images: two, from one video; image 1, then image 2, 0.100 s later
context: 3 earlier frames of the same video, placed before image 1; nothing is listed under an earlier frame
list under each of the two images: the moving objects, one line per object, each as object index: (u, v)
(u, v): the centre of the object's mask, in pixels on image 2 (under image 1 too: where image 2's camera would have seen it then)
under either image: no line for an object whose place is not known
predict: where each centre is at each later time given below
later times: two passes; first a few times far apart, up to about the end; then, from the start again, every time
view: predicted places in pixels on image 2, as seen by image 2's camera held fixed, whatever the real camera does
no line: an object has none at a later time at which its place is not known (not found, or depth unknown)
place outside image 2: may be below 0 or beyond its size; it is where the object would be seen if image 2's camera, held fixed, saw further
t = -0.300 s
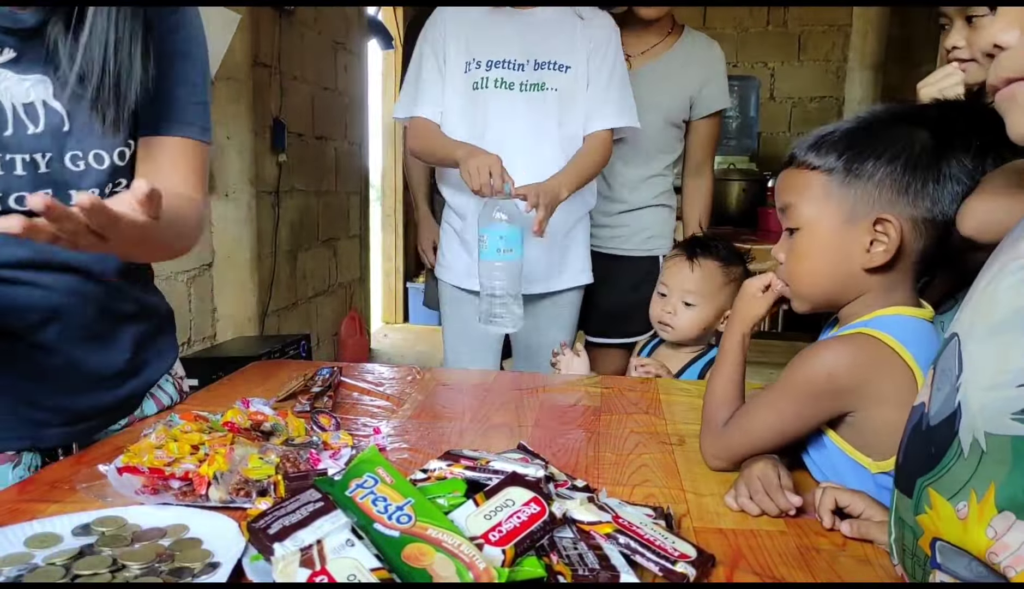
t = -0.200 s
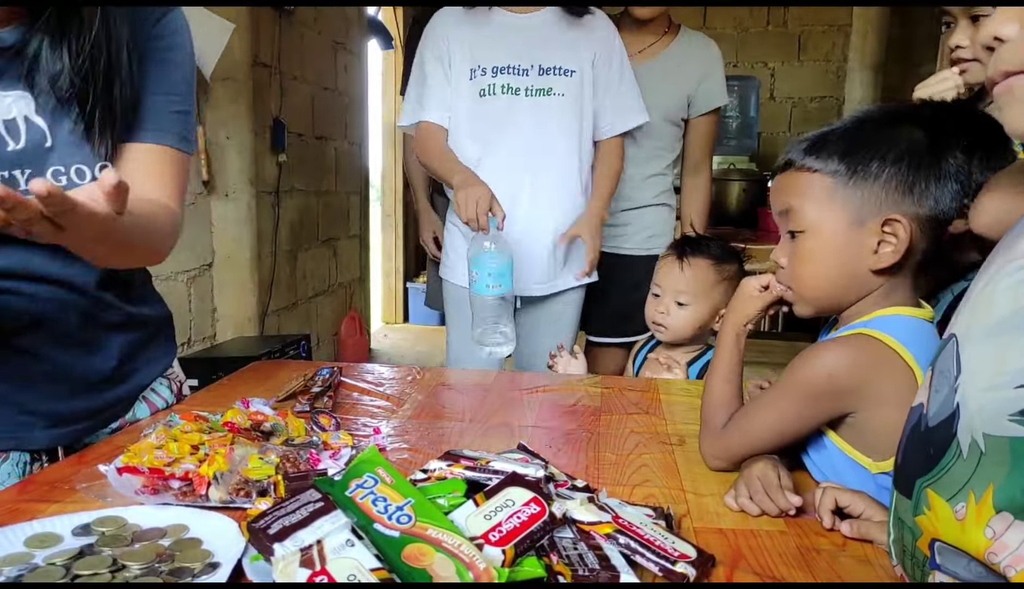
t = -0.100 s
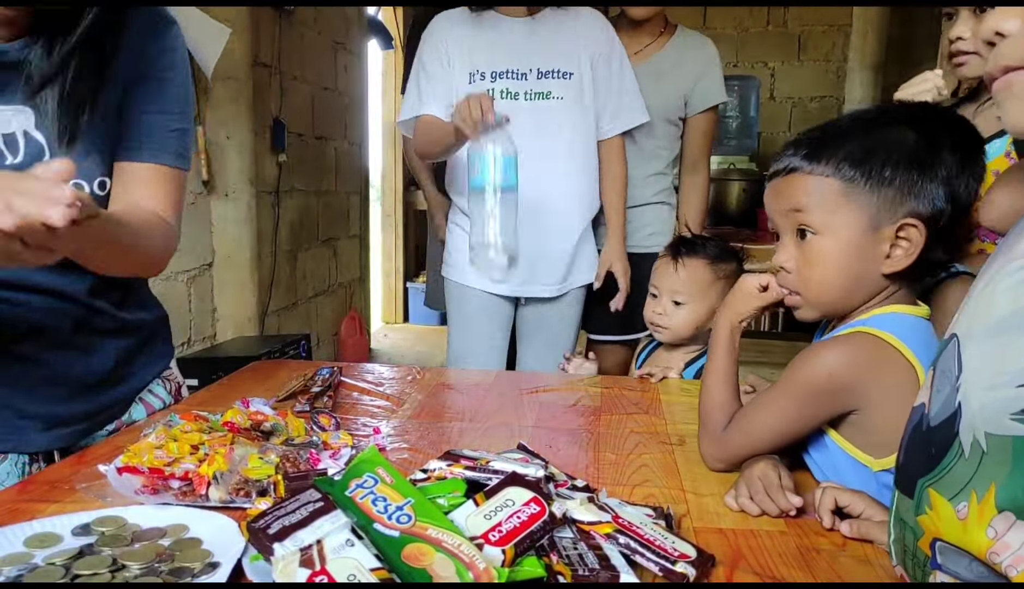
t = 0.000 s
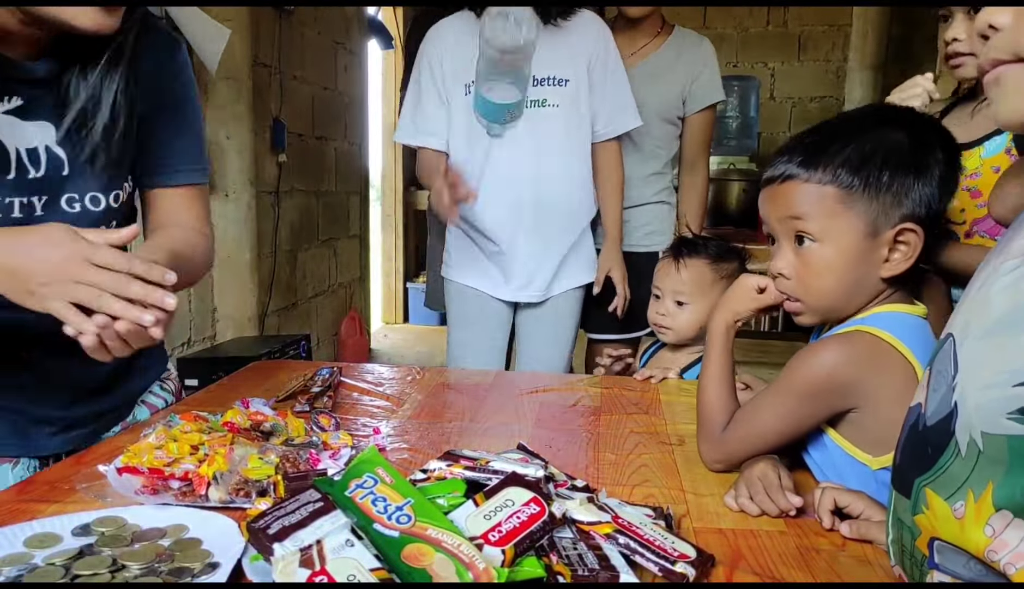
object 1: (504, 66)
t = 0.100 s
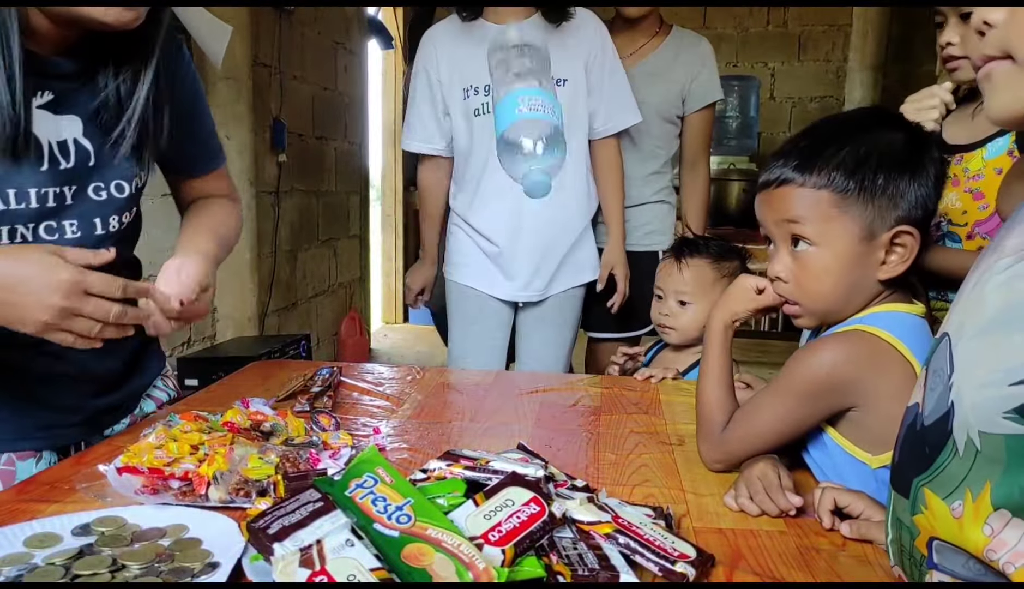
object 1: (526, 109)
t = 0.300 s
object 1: (561, 420)
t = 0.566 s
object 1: (644, 420)
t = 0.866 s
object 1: (630, 419)
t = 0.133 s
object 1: (530, 177)
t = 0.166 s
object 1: (534, 293)
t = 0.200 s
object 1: (528, 412)
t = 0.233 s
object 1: (534, 412)
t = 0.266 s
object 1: (548, 418)
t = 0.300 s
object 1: (561, 420)
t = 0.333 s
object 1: (575, 422)
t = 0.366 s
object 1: (588, 420)
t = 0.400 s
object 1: (606, 420)
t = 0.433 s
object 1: (620, 420)
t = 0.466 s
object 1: (626, 419)
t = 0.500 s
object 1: (634, 420)
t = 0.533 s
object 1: (643, 420)
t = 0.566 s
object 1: (644, 420)
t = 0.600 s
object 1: (644, 420)
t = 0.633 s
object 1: (646, 419)
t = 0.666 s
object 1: (645, 420)
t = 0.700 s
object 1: (642, 419)
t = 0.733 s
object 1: (639, 419)
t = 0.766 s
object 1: (638, 419)
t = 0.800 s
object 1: (636, 420)
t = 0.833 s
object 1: (632, 420)
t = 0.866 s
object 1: (630, 419)
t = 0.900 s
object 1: (625, 418)
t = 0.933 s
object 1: (621, 419)
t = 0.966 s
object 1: (618, 419)
